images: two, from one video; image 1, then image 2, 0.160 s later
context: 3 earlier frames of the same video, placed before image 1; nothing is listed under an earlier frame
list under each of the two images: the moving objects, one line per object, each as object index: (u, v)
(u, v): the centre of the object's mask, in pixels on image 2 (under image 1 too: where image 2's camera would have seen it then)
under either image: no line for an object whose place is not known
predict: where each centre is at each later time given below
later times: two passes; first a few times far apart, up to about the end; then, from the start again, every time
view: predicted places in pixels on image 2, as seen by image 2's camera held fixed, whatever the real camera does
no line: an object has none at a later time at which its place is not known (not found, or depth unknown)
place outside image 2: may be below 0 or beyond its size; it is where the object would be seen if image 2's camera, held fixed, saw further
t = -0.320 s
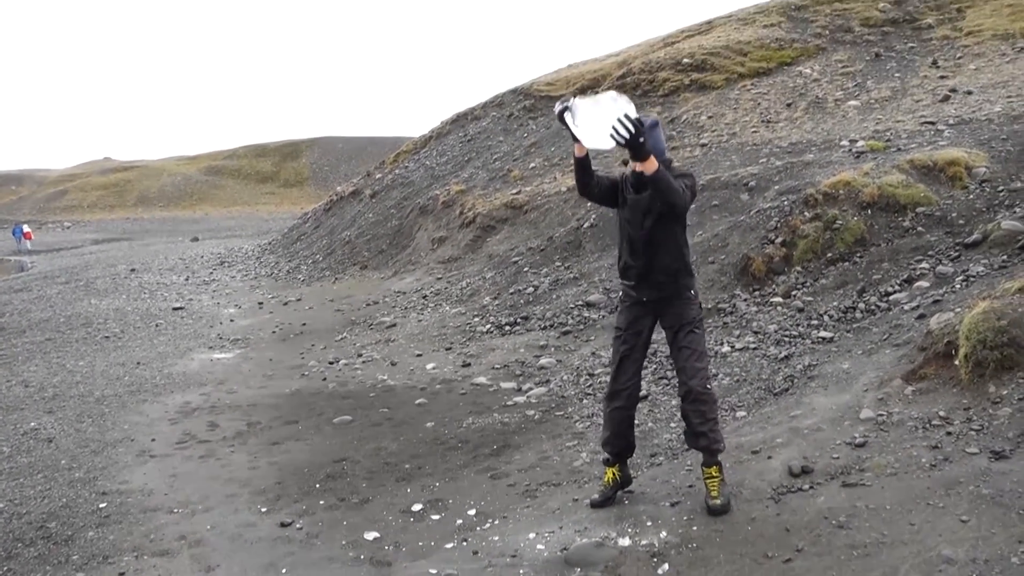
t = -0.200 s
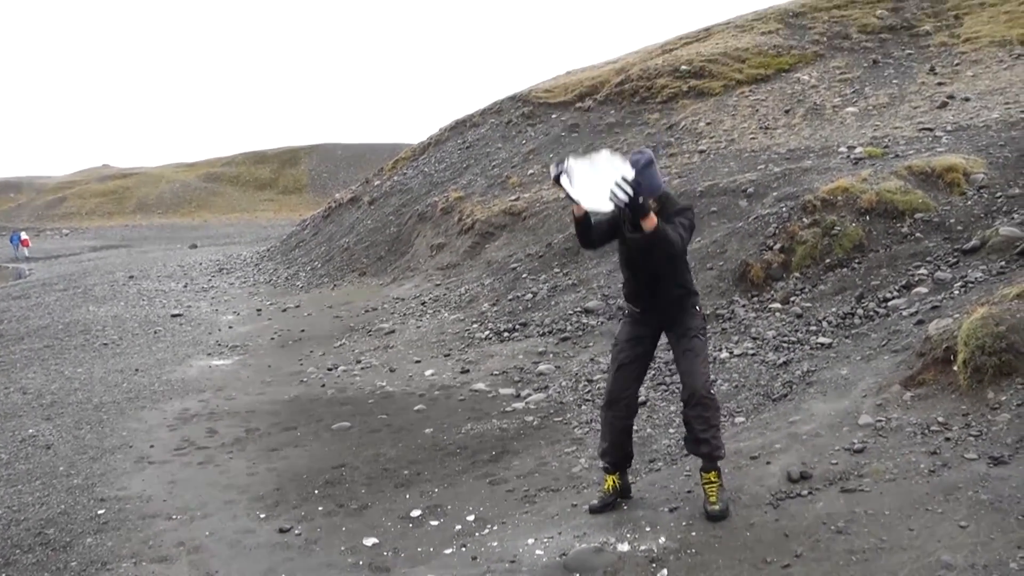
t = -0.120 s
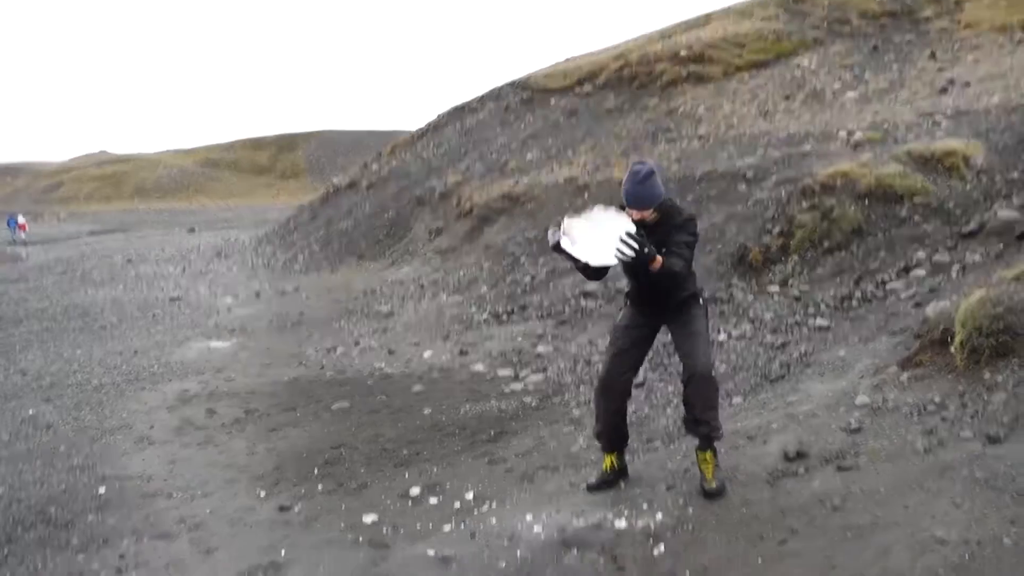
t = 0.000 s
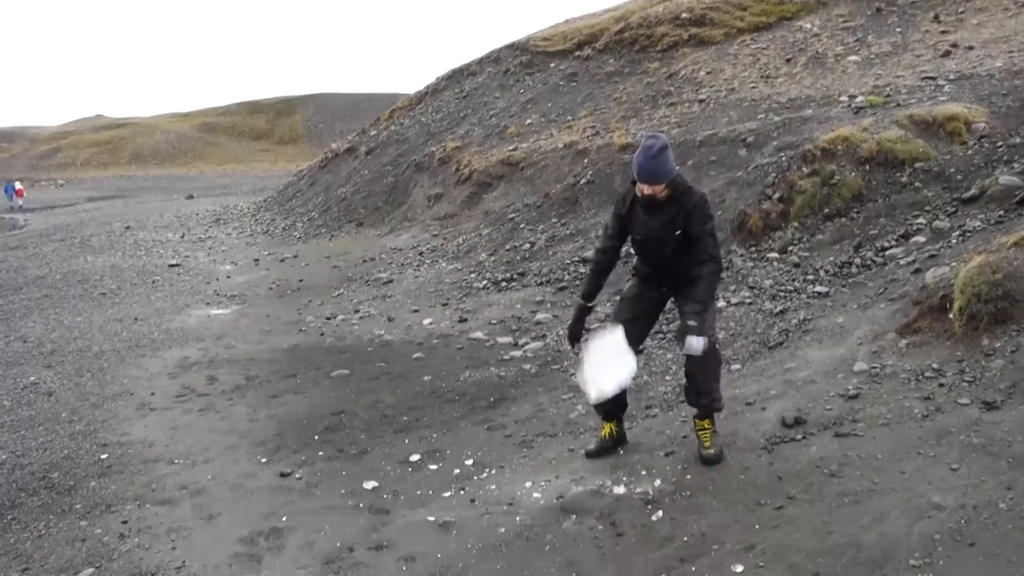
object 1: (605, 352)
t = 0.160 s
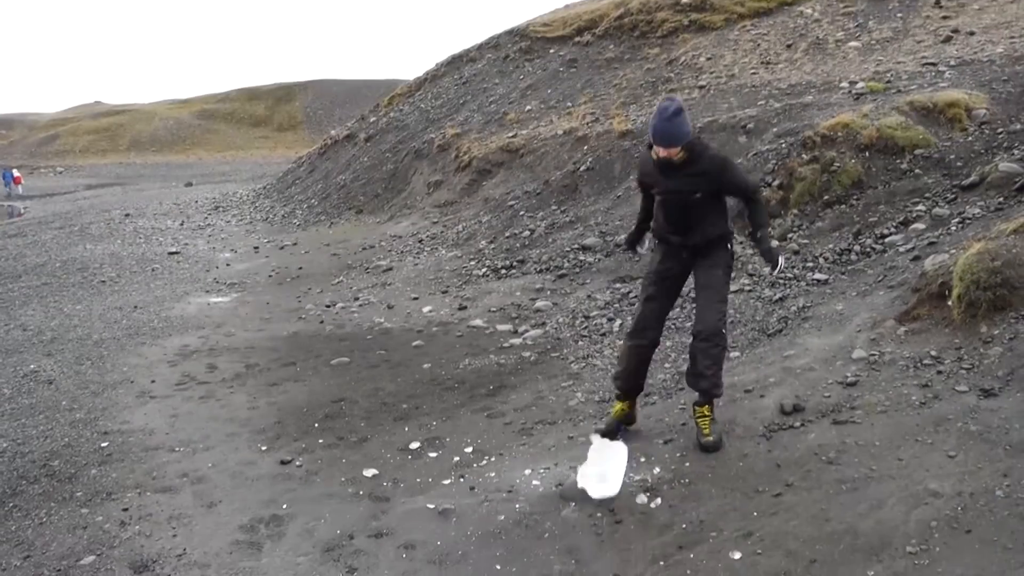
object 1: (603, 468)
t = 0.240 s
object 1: (595, 479)
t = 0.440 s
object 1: (566, 513)
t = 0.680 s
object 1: (545, 537)
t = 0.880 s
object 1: (553, 540)
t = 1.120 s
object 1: (560, 541)
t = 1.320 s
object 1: (558, 541)
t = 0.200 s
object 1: (600, 480)
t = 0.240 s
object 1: (595, 479)
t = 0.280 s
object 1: (590, 482)
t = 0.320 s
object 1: (584, 486)
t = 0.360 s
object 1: (577, 492)
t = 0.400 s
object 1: (572, 502)
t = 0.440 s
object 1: (566, 513)
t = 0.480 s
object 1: (562, 529)
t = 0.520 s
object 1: (556, 536)
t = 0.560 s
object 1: (550, 537)
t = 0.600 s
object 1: (546, 537)
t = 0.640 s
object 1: (545, 537)
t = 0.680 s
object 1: (545, 537)
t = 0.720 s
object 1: (546, 538)
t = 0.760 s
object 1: (547, 540)
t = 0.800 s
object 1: (550, 541)
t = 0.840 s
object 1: (551, 541)
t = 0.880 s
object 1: (553, 540)
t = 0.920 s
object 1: (554, 541)
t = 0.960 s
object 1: (555, 542)
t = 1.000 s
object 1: (557, 542)
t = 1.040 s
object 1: (559, 541)
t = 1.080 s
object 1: (560, 541)
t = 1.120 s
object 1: (560, 541)
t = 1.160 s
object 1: (559, 541)
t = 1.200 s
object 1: (558, 541)
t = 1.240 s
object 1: (557, 541)
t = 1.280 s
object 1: (557, 541)
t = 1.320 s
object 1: (558, 541)
